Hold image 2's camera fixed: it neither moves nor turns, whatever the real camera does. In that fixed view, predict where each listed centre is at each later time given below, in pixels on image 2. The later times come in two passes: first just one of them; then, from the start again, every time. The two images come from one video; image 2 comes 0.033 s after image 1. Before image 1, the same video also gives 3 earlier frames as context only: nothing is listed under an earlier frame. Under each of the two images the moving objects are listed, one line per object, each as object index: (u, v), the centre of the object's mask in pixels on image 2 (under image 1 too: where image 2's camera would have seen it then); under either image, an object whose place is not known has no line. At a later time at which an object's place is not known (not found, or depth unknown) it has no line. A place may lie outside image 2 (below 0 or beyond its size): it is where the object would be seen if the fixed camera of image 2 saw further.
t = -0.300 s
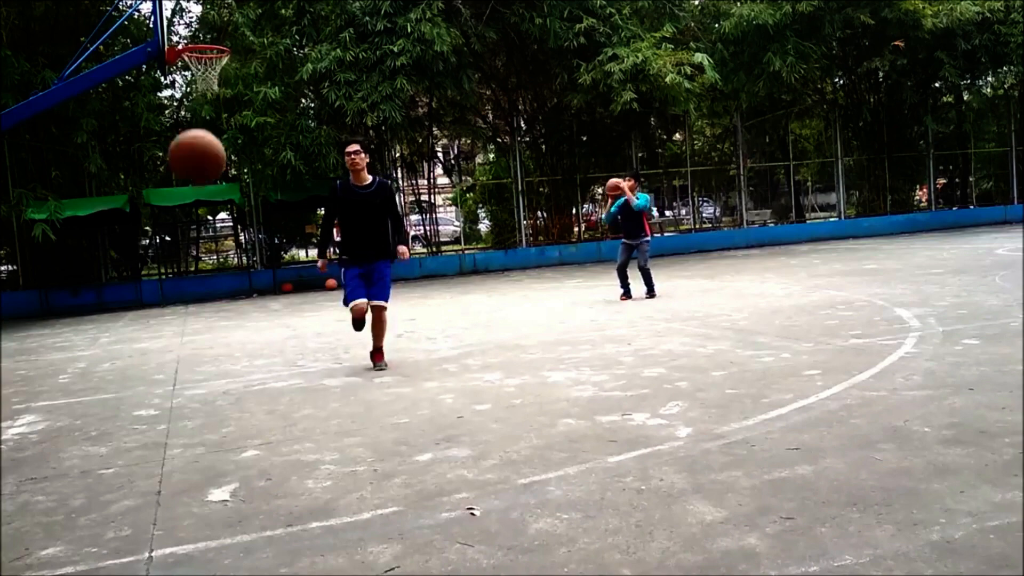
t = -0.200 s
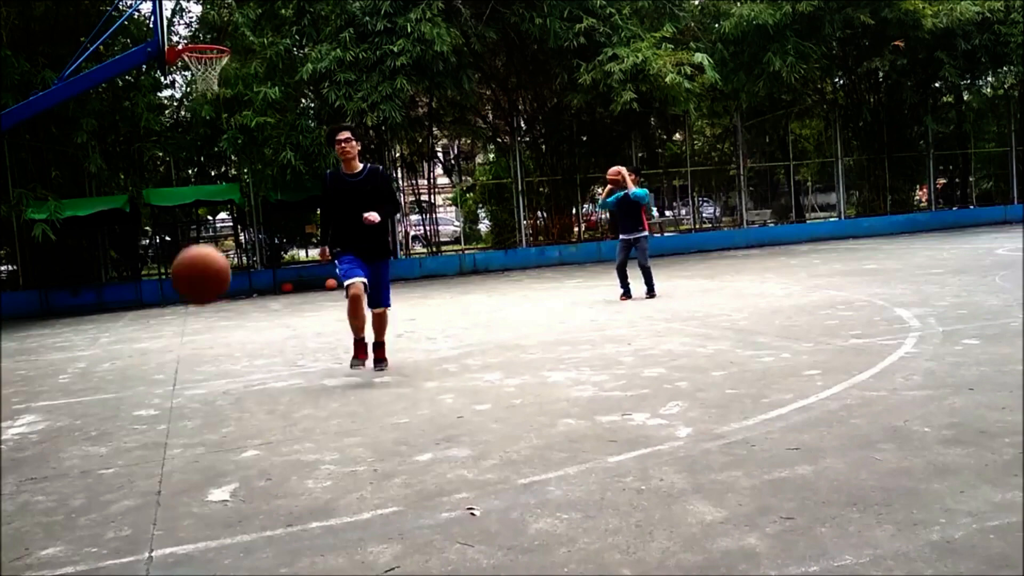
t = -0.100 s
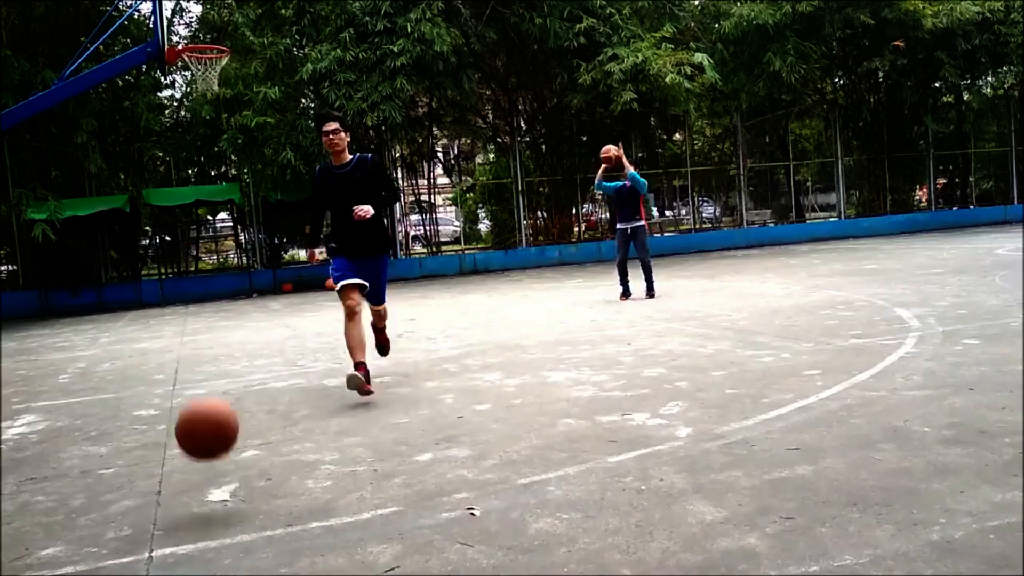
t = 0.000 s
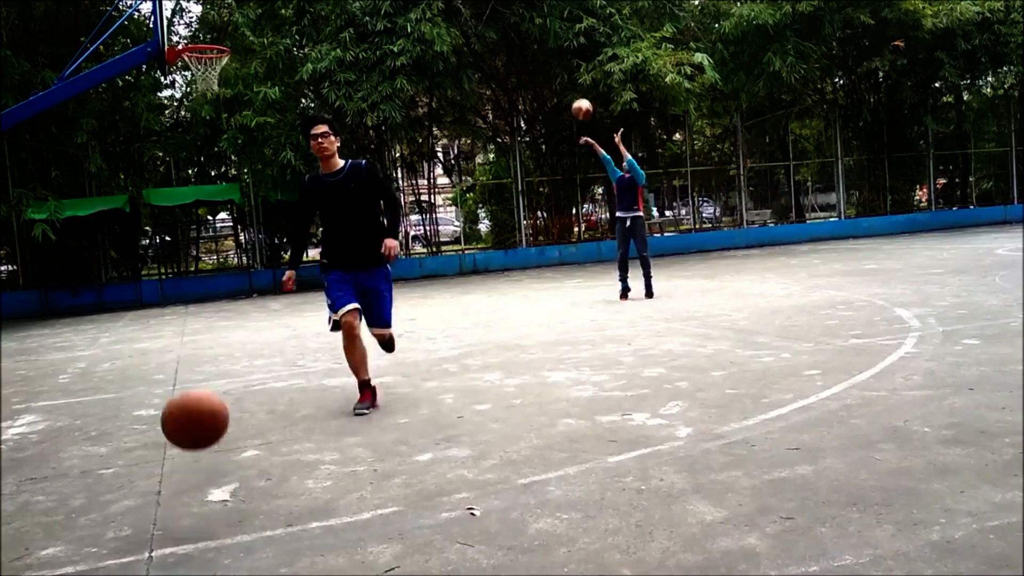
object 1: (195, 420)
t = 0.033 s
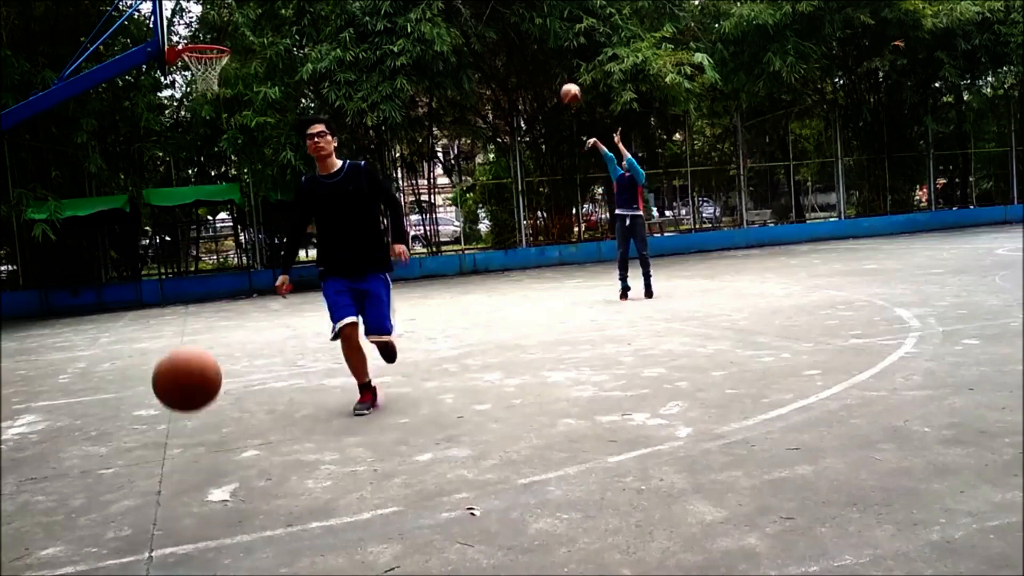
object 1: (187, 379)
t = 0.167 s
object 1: (153, 234)
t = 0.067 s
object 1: (178, 340)
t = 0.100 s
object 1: (170, 304)
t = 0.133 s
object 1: (162, 269)
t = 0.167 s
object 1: (153, 234)
